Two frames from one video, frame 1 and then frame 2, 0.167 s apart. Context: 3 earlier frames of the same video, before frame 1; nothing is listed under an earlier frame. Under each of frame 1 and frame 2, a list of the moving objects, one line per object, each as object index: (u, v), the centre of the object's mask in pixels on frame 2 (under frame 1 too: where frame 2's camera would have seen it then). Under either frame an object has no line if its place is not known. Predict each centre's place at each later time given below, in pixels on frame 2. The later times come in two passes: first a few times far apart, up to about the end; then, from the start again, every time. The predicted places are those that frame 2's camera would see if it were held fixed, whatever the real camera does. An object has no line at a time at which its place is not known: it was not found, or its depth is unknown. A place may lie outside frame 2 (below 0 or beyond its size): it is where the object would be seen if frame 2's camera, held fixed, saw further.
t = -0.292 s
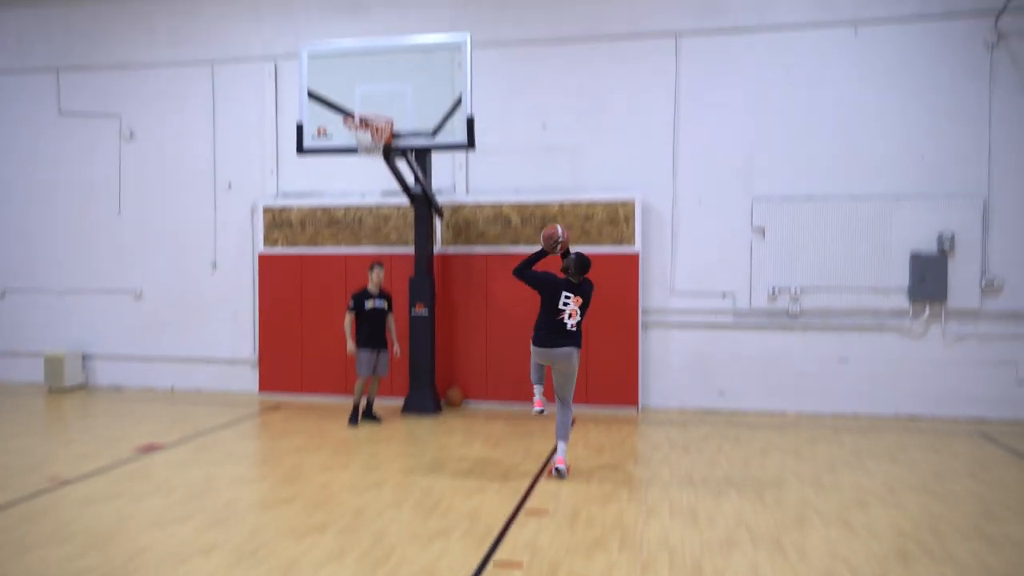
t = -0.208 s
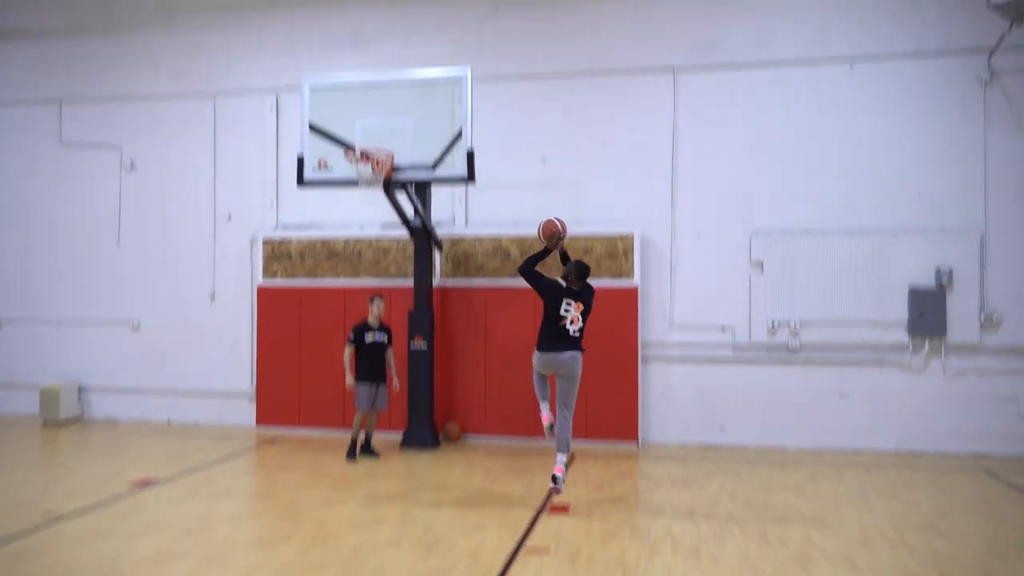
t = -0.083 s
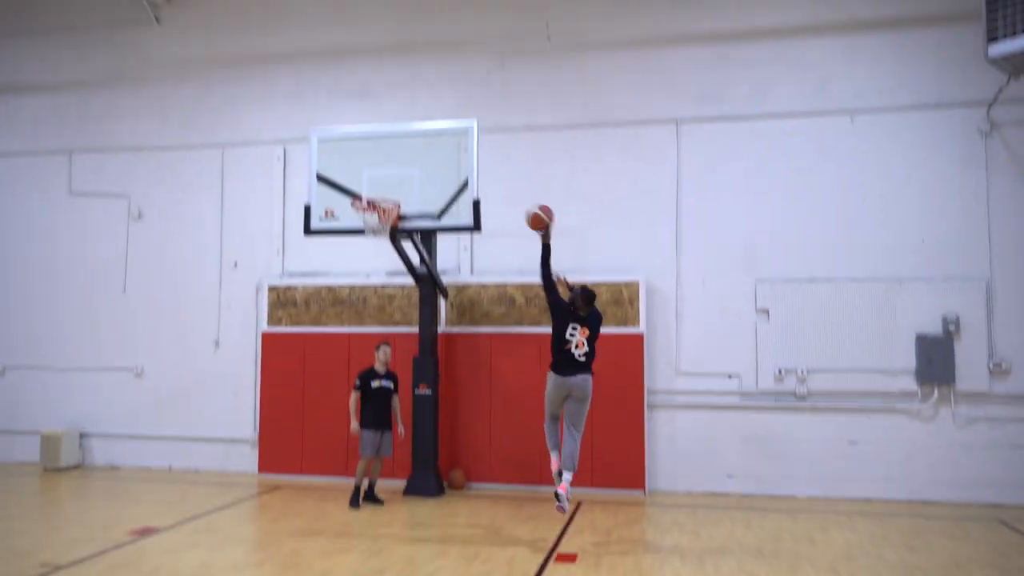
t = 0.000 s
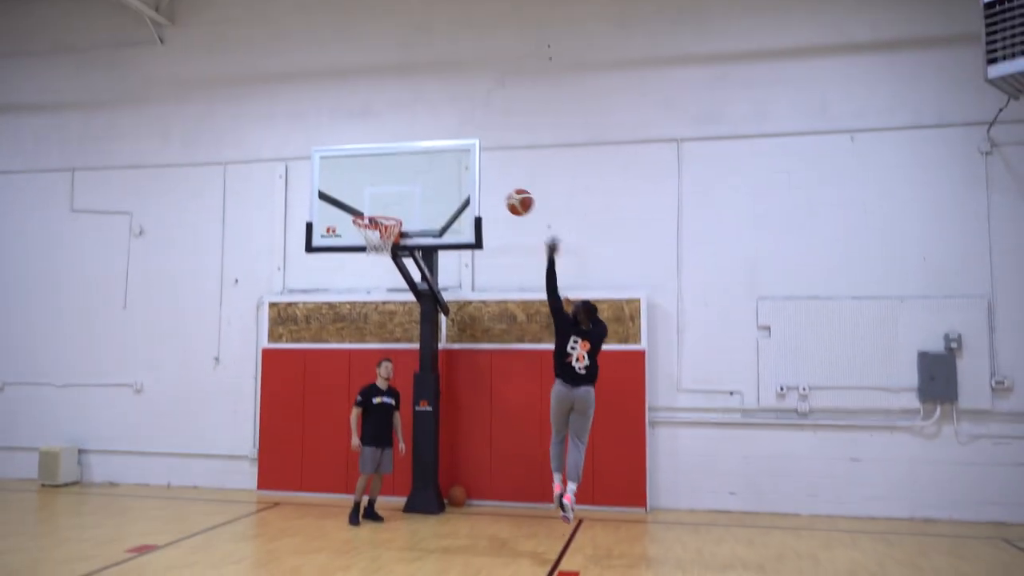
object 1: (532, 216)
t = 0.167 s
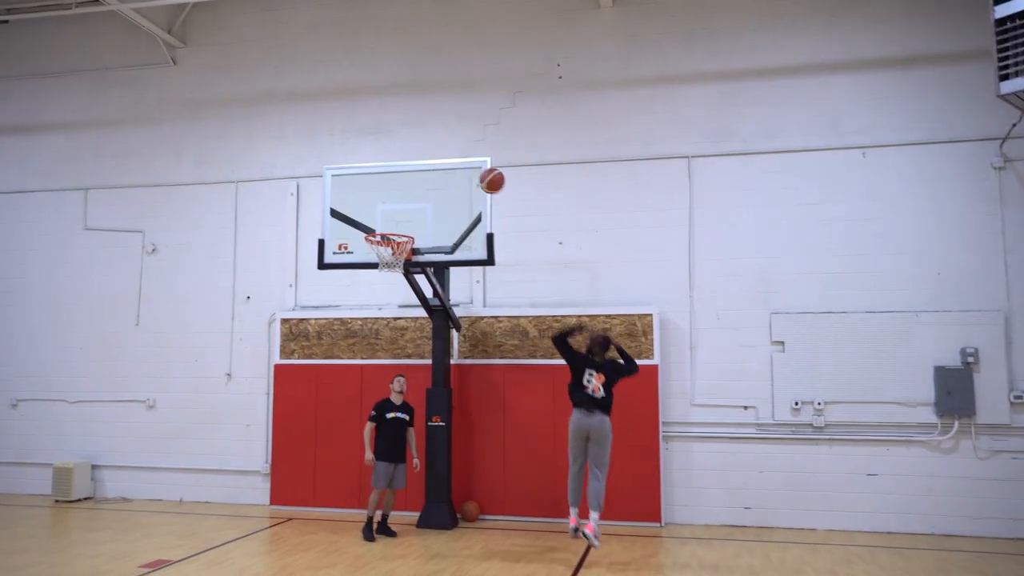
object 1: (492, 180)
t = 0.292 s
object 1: (464, 173)
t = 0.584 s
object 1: (407, 210)
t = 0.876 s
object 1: (405, 227)
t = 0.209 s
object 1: (483, 176)
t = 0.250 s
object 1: (473, 174)
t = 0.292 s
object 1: (464, 173)
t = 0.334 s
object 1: (456, 174)
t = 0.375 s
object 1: (447, 176)
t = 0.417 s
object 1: (439, 181)
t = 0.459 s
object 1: (430, 188)
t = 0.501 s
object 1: (423, 195)
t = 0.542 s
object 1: (415, 203)
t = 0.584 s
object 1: (407, 210)
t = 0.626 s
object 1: (399, 218)
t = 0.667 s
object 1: (391, 227)
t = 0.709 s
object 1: (384, 233)
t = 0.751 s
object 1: (382, 229)
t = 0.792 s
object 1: (386, 228)
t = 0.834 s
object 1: (395, 227)
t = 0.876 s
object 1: (405, 227)
